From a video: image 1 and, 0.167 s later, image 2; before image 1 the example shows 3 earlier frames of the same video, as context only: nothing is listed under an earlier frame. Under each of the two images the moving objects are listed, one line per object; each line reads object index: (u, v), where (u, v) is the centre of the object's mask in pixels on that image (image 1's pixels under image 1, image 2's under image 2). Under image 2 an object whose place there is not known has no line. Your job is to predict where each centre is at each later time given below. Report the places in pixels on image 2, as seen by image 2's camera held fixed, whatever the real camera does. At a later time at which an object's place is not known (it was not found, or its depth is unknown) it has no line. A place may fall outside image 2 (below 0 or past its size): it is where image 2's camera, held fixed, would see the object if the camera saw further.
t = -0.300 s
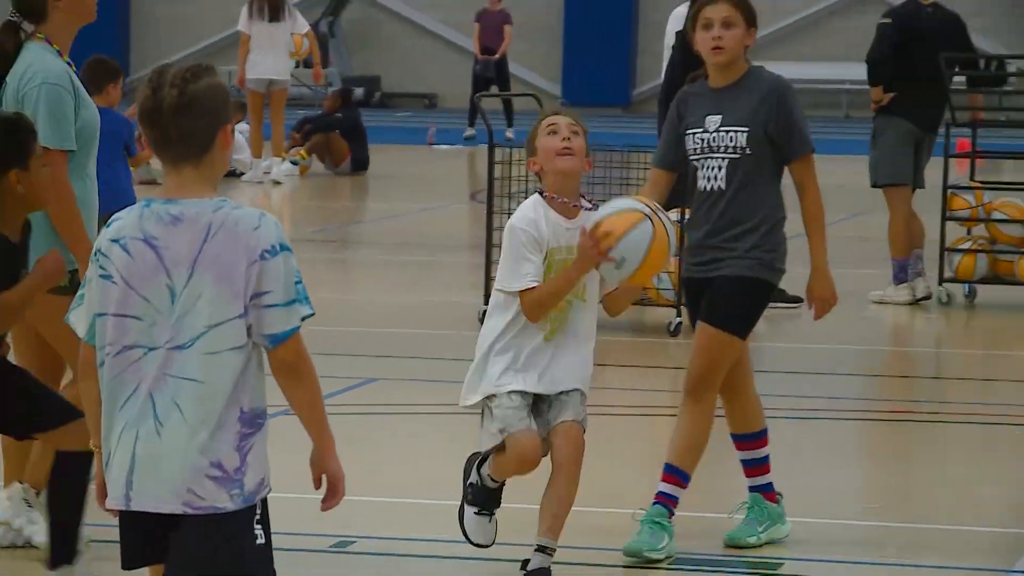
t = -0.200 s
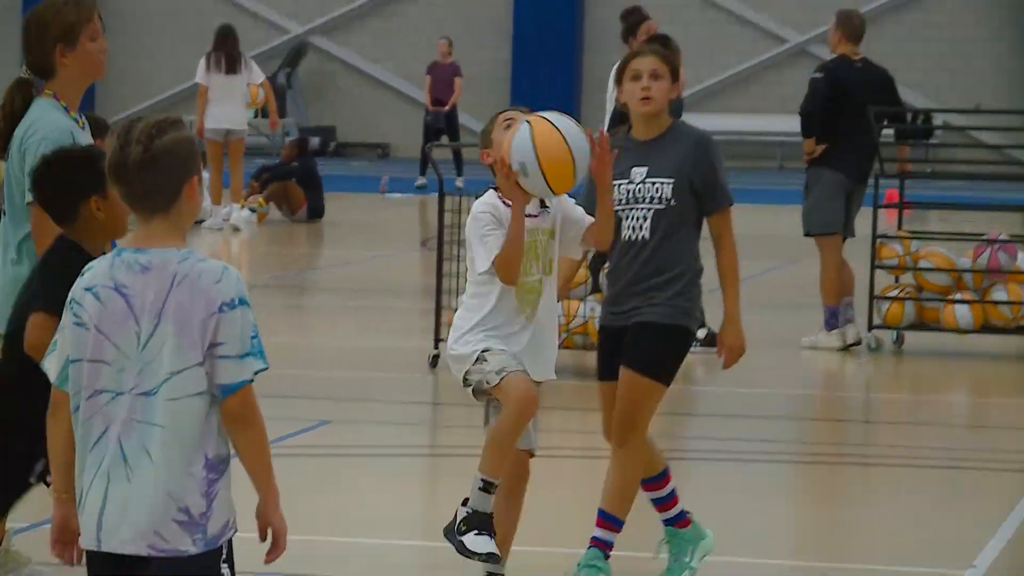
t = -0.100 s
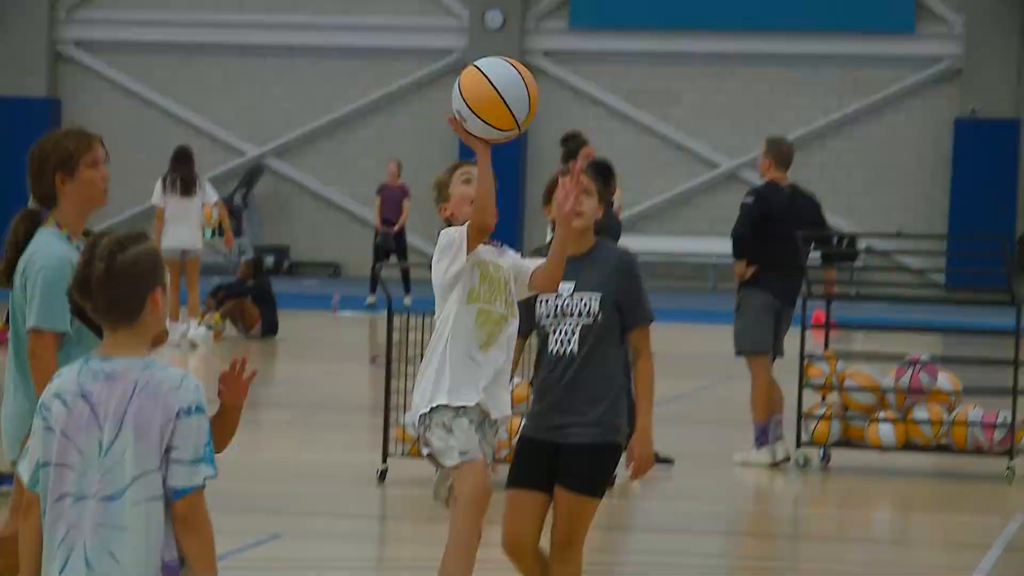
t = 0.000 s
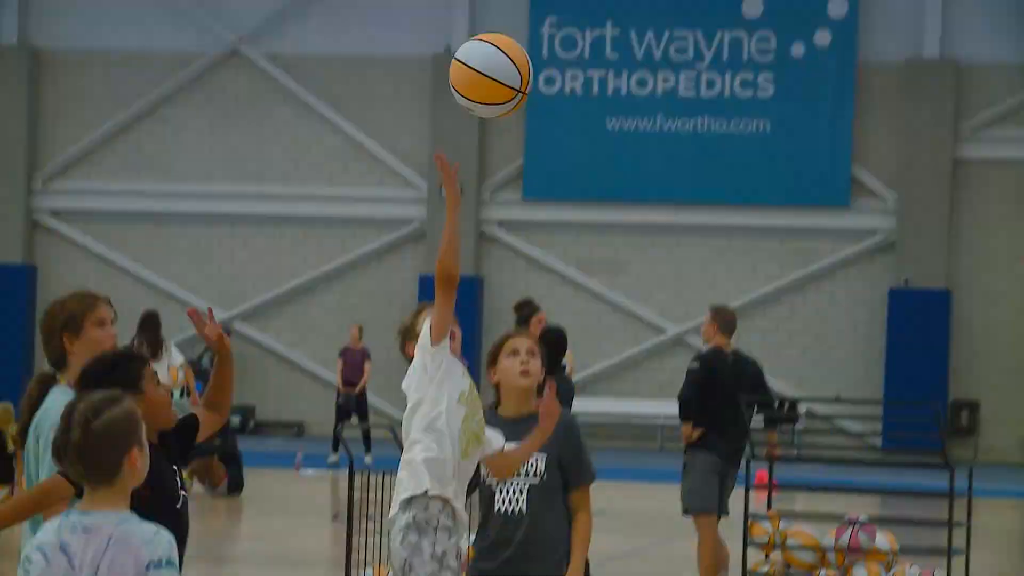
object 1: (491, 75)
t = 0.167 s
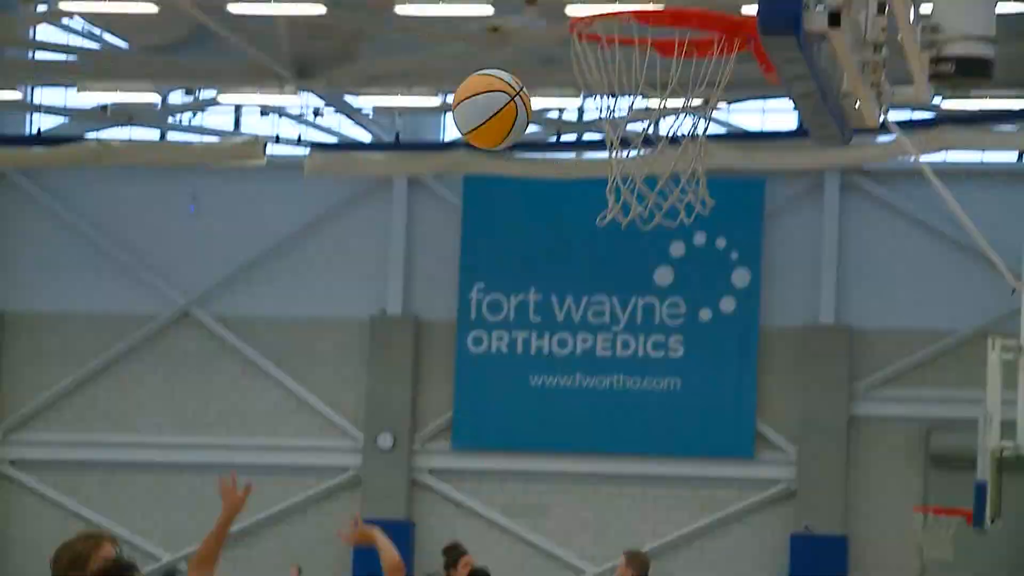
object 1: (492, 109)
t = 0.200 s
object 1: (503, 78)
